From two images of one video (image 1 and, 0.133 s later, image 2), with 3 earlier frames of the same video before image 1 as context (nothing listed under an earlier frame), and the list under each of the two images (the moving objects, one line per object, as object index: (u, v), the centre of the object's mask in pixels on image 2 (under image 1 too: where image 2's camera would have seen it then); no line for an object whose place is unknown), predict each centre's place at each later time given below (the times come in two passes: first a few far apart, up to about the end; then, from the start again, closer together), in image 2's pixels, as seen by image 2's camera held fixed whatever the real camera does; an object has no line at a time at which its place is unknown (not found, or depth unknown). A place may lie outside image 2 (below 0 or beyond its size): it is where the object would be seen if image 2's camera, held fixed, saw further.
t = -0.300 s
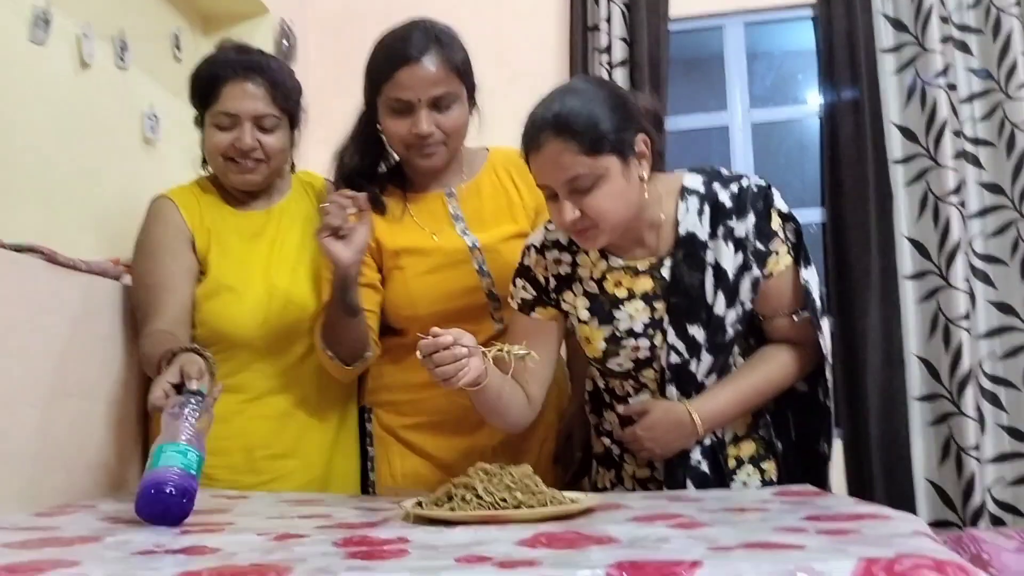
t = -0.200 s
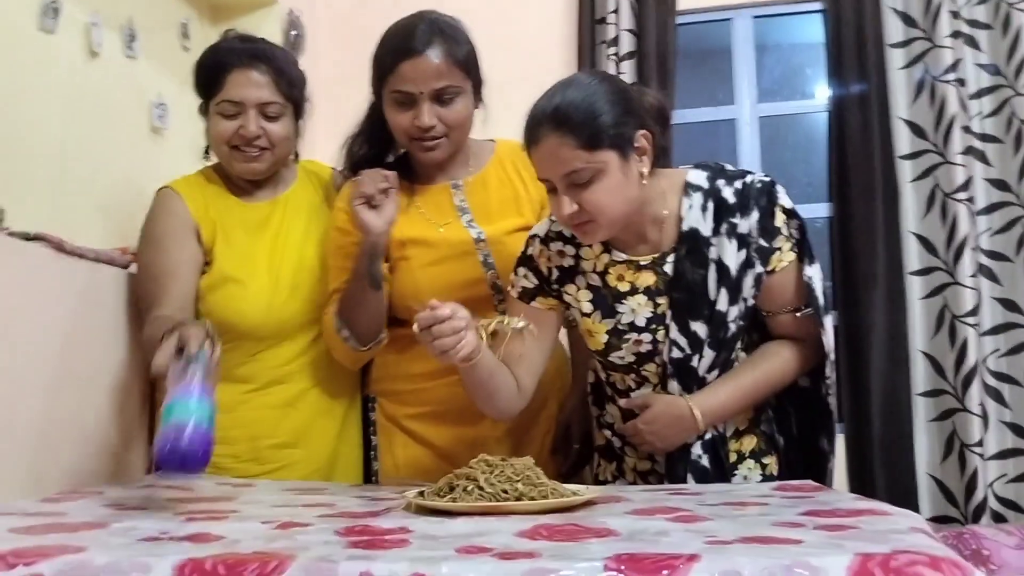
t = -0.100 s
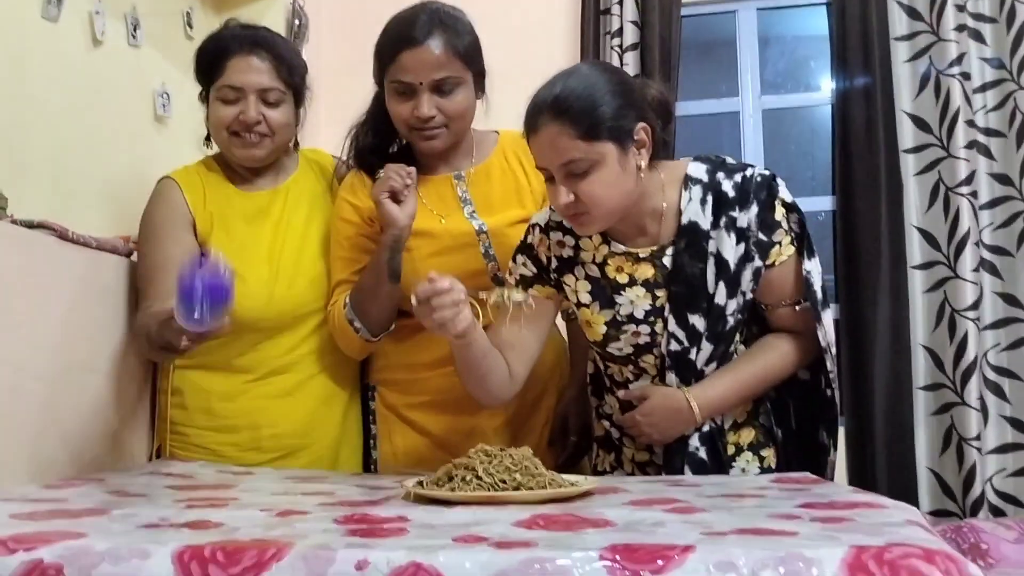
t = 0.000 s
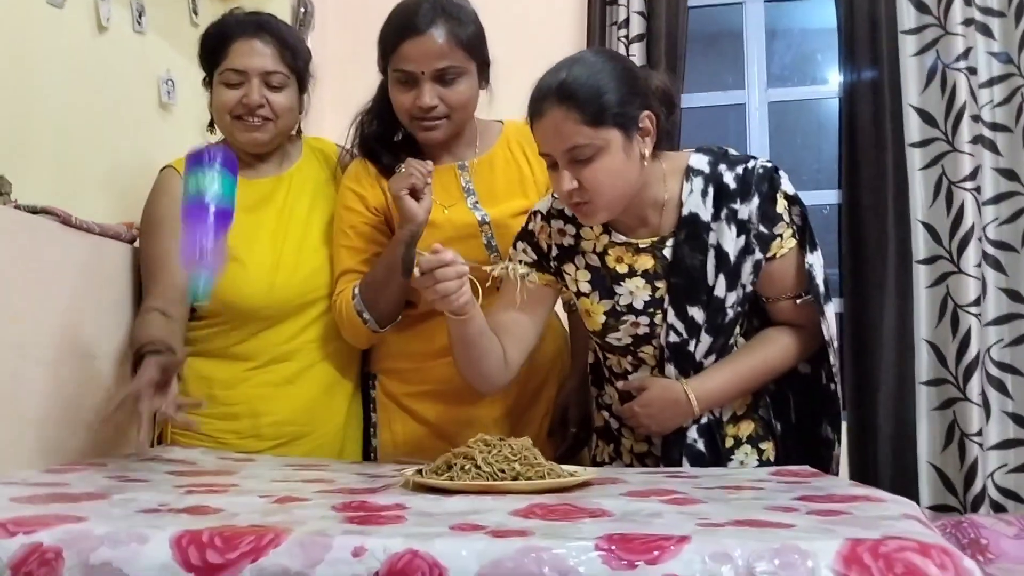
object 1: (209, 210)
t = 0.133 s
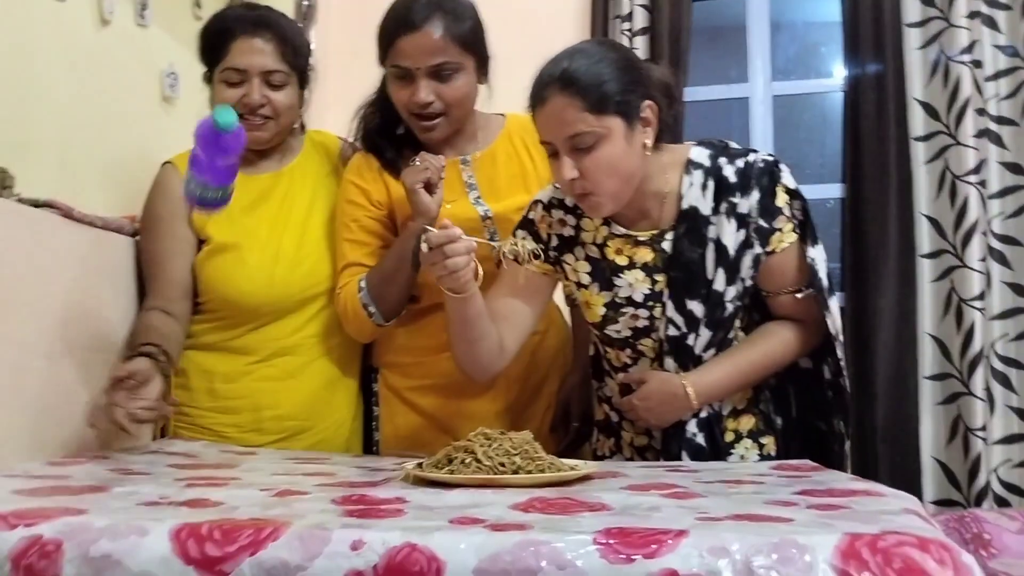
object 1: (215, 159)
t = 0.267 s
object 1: (210, 268)
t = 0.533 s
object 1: (214, 437)
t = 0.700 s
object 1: (232, 437)
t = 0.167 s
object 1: (214, 172)
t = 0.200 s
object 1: (213, 193)
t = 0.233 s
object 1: (212, 225)
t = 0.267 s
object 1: (210, 268)
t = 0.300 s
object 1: (209, 319)
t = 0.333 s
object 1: (207, 373)
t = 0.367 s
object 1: (206, 402)
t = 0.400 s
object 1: (206, 414)
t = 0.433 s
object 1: (210, 426)
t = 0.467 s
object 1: (209, 430)
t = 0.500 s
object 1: (212, 434)
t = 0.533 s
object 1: (214, 437)
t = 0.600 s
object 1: (221, 437)
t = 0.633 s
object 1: (225, 436)
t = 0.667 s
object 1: (229, 437)
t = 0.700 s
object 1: (232, 437)
